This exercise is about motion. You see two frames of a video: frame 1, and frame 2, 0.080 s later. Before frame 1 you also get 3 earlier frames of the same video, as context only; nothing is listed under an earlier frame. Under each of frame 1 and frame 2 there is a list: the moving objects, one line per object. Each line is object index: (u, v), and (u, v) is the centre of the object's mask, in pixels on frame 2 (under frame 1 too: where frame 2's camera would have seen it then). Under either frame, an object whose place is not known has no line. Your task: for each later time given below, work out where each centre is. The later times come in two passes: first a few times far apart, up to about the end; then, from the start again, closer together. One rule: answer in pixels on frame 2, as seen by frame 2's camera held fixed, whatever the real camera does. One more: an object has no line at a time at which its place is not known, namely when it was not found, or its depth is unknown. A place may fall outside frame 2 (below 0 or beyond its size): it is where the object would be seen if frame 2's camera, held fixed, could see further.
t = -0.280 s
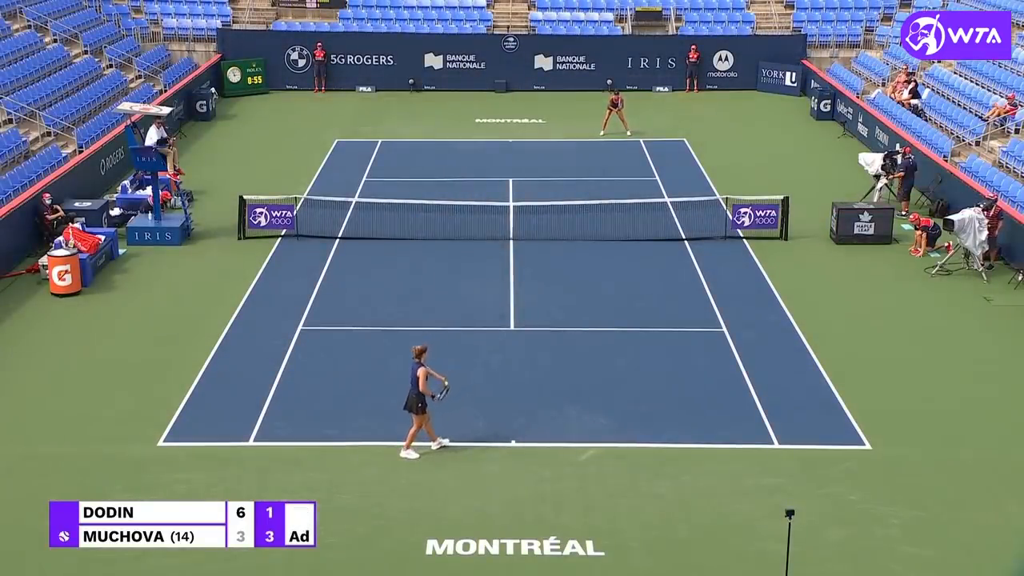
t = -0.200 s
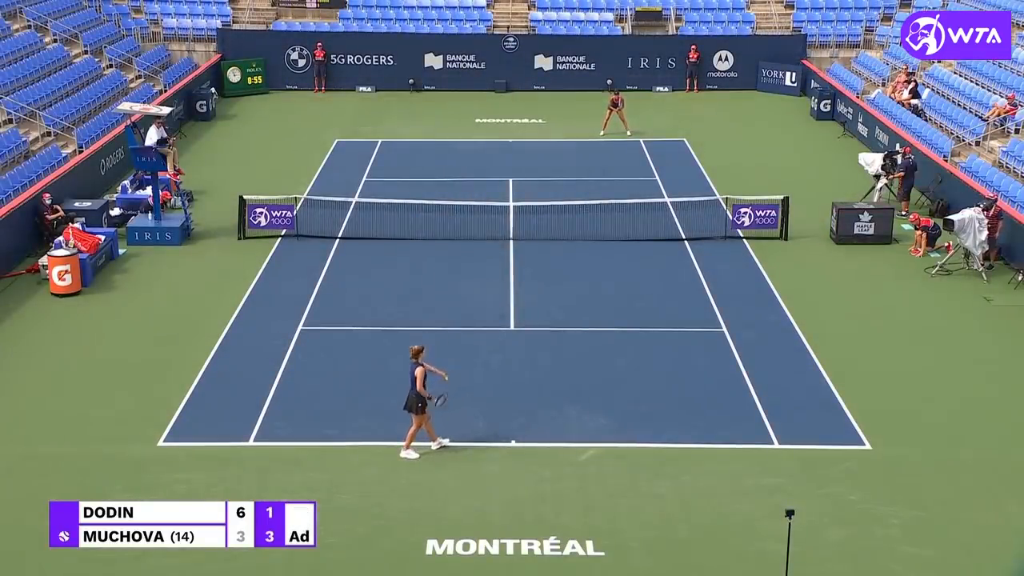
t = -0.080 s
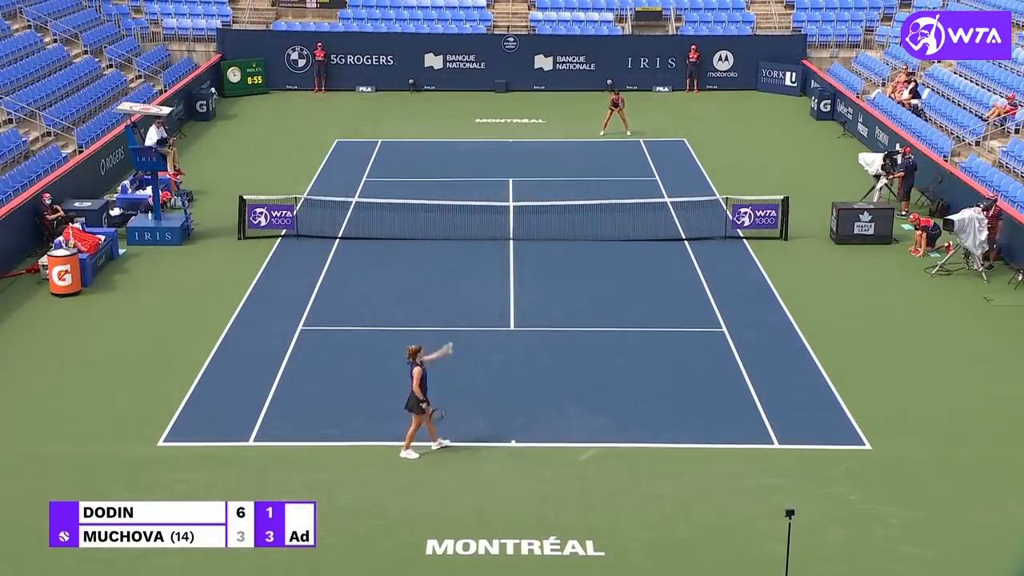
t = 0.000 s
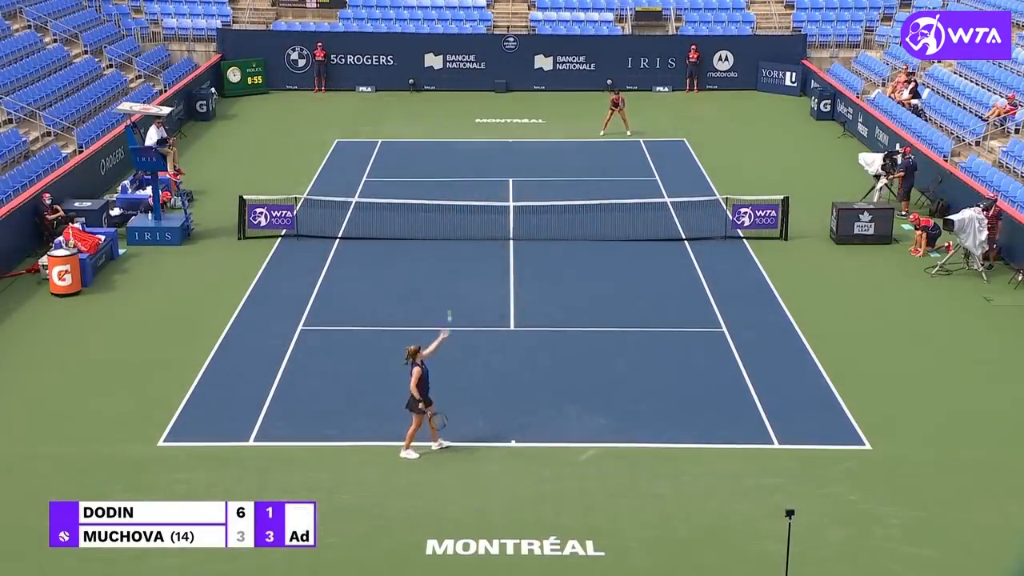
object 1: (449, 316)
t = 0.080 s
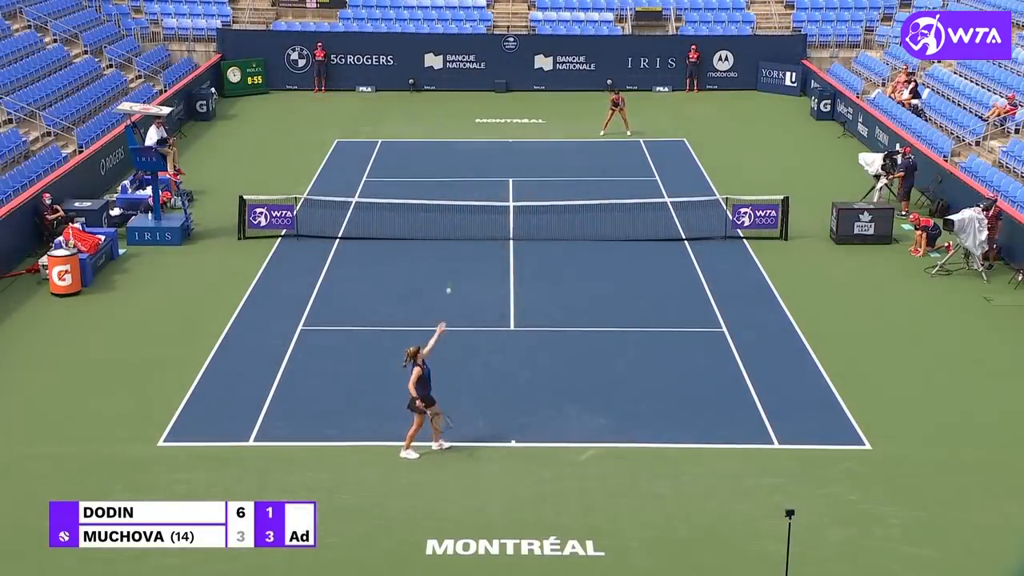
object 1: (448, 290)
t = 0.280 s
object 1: (445, 240)
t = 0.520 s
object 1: (442, 212)
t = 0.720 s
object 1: (439, 217)
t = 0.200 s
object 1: (447, 256)
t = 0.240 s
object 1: (446, 247)
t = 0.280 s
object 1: (445, 240)
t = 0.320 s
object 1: (445, 233)
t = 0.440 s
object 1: (443, 218)
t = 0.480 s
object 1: (443, 214)
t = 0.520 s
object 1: (442, 212)
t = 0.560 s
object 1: (441, 212)
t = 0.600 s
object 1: (441, 211)
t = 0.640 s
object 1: (441, 212)
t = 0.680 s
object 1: (439, 214)
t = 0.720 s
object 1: (439, 217)
